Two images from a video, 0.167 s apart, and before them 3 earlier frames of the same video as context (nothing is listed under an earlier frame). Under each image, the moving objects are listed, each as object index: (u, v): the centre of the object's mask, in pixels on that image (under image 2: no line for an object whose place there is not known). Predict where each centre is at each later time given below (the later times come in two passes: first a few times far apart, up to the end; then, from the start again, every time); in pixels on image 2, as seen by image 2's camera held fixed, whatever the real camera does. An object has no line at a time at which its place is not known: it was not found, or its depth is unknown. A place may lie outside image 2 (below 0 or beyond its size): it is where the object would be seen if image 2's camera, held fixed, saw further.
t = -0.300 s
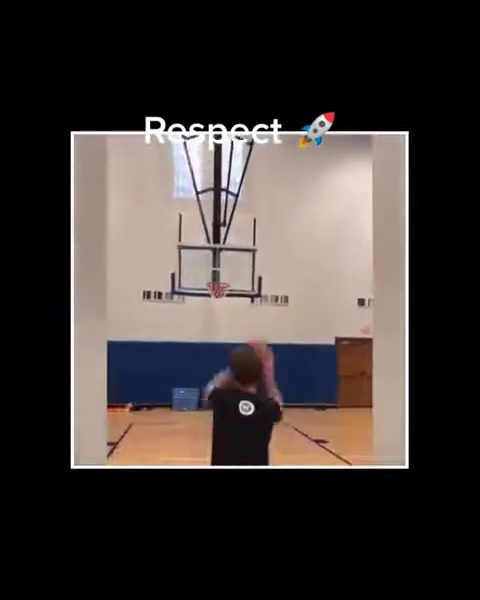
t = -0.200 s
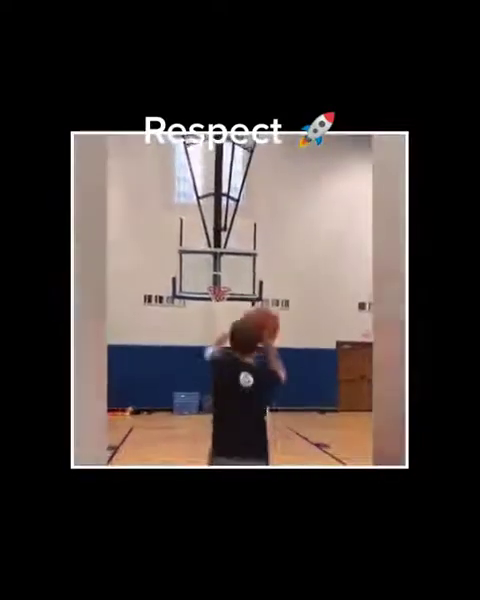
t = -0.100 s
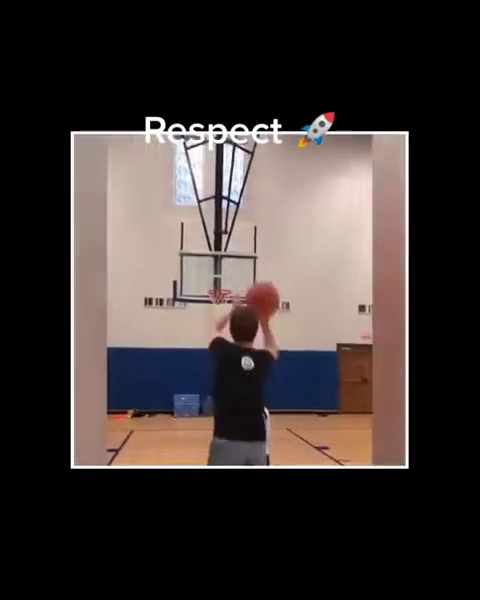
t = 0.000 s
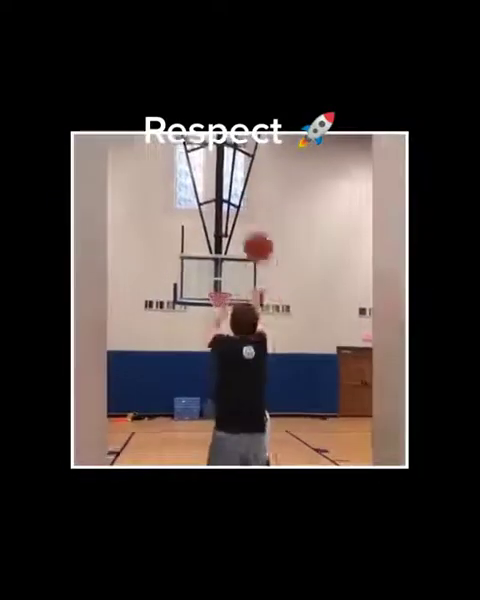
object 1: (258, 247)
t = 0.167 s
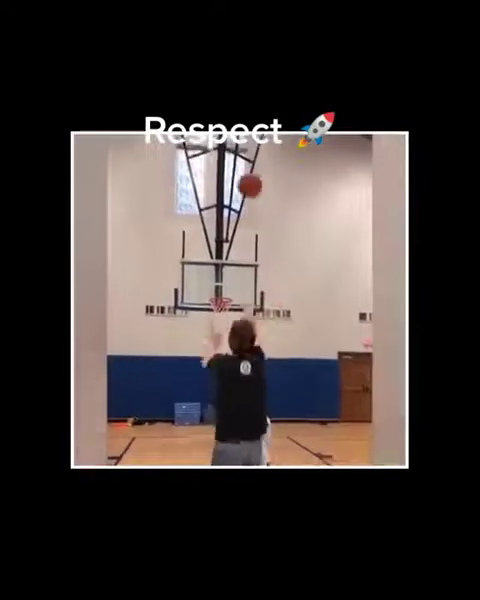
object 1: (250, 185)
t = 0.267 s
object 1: (245, 170)
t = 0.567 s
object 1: (239, 176)
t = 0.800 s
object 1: (235, 209)
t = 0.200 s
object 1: (248, 179)
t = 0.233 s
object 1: (246, 175)
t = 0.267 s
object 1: (245, 170)
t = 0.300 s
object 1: (245, 168)
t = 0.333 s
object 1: (245, 169)
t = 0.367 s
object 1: (245, 169)
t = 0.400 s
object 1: (244, 169)
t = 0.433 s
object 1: (244, 169)
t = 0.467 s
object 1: (243, 169)
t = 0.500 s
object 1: (243, 169)
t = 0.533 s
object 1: (239, 172)
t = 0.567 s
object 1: (239, 176)
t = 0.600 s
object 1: (238, 179)
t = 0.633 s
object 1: (237, 183)
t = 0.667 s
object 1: (237, 187)
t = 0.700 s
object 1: (236, 192)
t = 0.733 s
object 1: (236, 197)
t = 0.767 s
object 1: (235, 203)
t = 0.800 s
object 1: (235, 209)
